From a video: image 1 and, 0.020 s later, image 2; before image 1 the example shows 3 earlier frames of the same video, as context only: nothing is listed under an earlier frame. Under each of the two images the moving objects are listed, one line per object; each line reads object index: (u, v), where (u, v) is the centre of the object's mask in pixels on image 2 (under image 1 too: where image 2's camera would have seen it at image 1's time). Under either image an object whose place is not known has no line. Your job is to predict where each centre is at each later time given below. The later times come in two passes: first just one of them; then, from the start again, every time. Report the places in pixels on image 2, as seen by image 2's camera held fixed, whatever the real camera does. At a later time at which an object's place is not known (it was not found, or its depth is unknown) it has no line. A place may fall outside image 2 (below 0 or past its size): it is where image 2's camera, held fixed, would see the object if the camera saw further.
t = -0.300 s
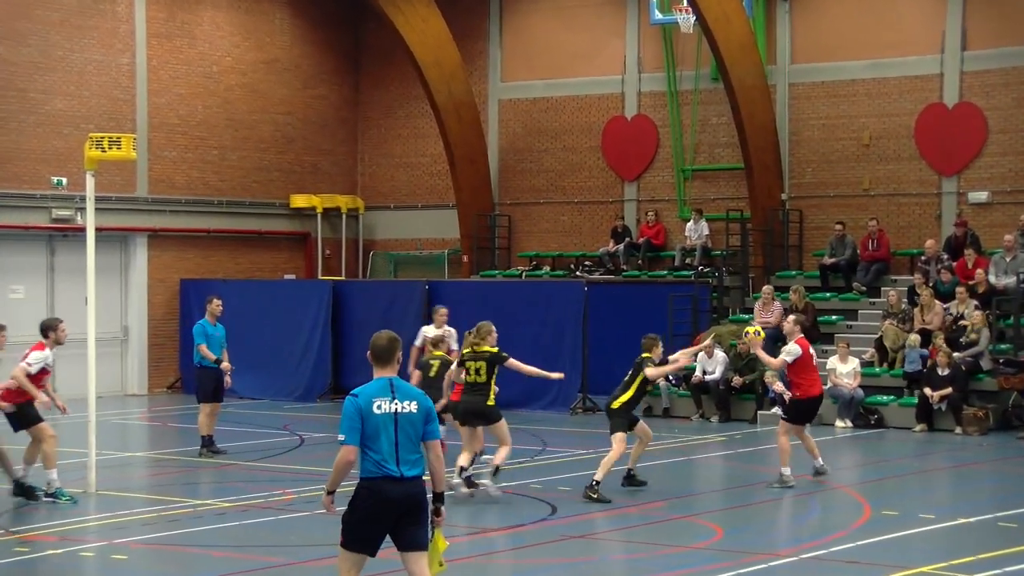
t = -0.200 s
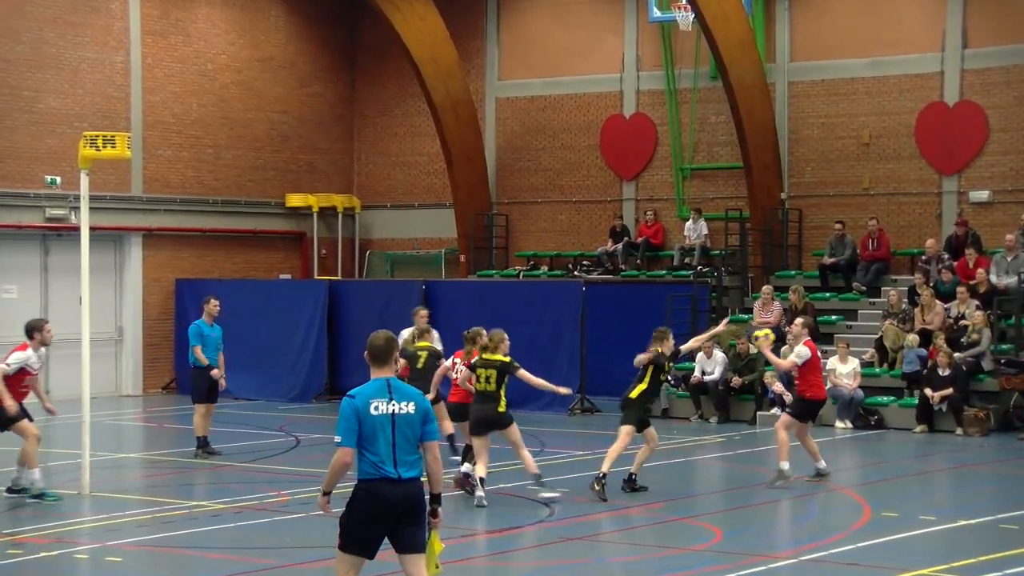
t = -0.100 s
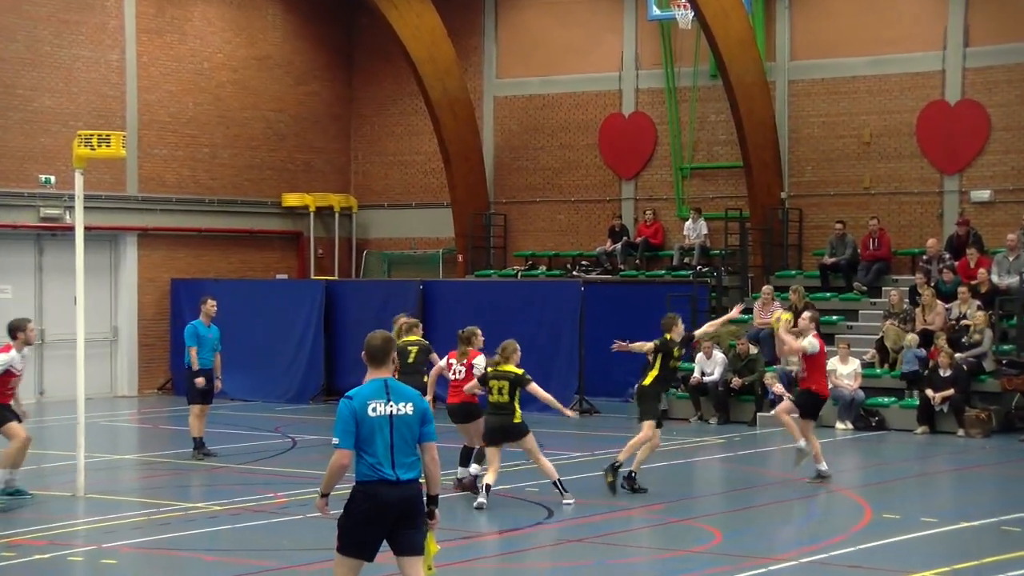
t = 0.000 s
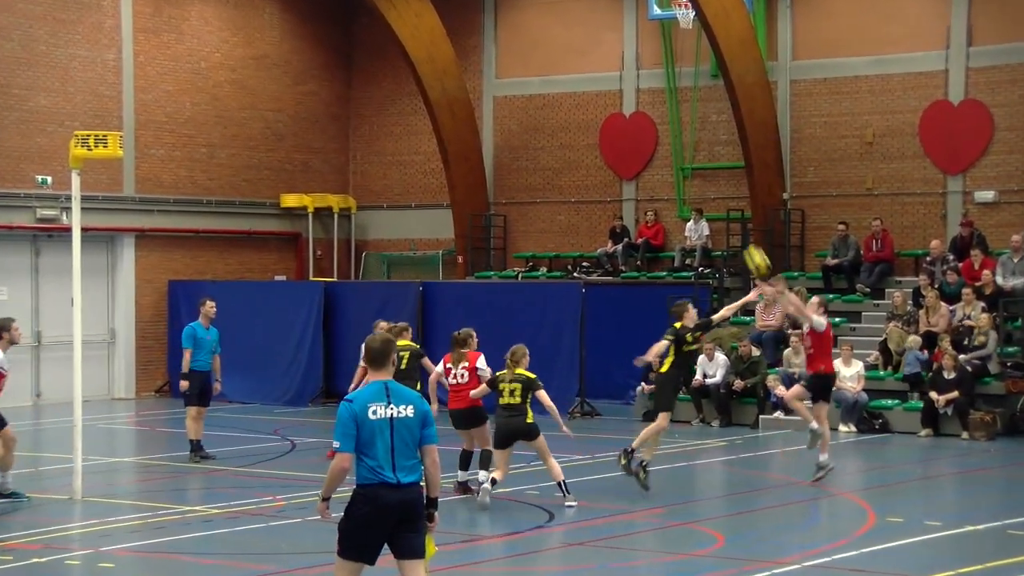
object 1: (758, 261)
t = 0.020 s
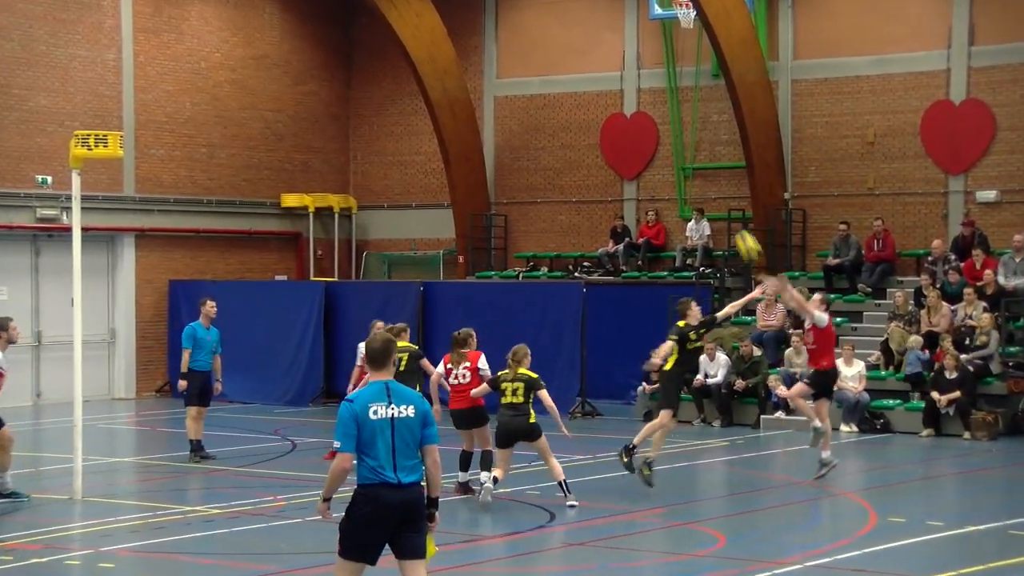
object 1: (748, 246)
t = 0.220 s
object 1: (644, 120)
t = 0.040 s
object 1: (737, 232)
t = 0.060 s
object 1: (727, 217)
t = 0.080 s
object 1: (717, 204)
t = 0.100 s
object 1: (706, 189)
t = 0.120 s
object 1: (696, 177)
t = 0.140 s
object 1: (686, 165)
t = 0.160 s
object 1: (676, 154)
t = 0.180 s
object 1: (664, 141)
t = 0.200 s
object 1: (654, 131)
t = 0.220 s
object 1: (644, 120)
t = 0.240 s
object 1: (634, 110)
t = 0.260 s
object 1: (624, 99)
